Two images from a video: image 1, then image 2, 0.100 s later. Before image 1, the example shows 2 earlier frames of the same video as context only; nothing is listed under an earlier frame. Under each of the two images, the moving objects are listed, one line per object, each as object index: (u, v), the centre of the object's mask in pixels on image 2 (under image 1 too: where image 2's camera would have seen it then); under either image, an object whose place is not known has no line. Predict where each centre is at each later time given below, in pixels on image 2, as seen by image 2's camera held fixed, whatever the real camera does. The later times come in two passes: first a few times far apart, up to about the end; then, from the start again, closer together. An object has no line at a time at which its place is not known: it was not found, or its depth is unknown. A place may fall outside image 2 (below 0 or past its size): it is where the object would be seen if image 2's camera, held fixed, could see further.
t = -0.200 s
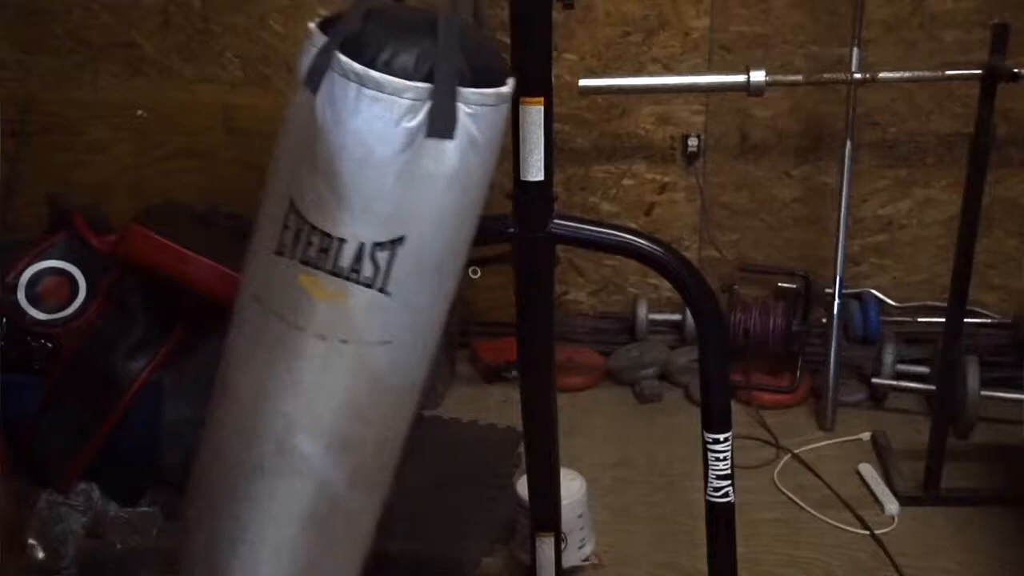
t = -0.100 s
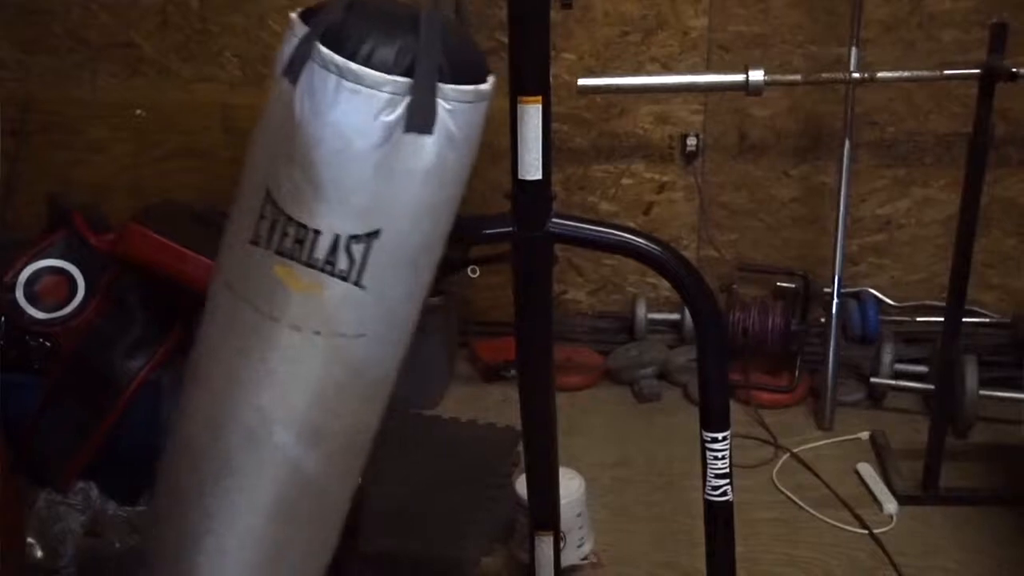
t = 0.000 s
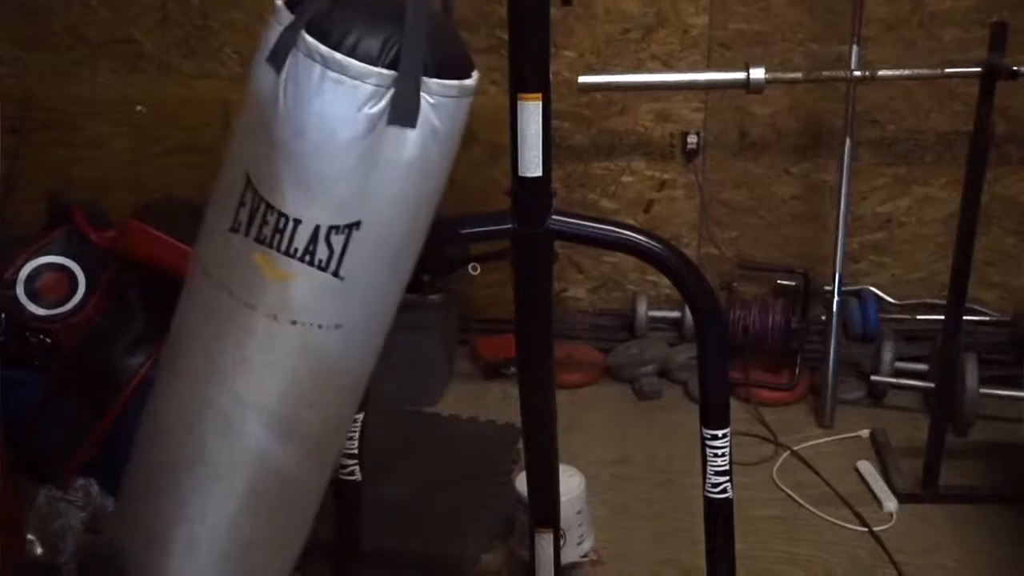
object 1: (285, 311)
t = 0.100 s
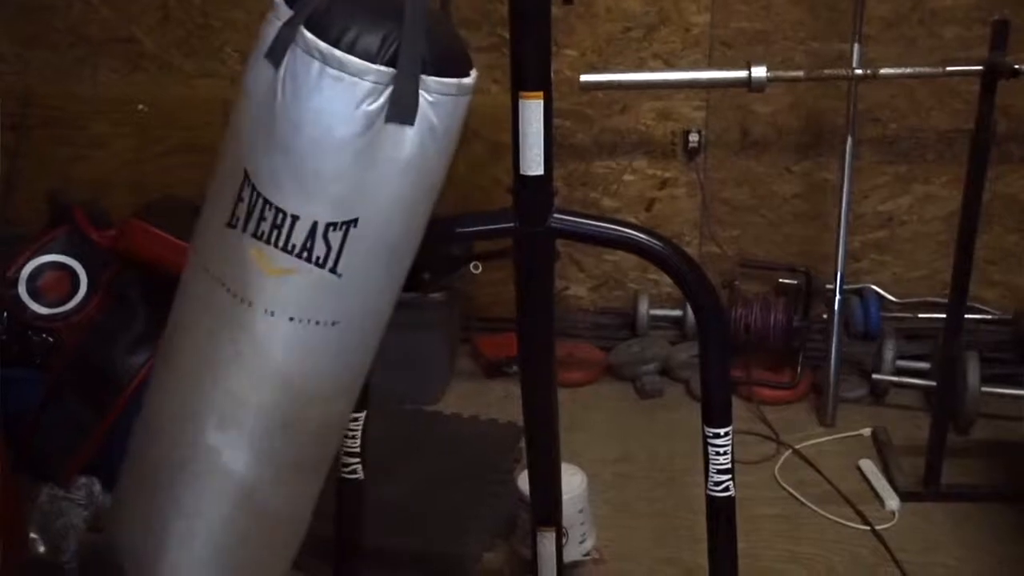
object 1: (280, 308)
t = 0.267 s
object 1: (313, 311)
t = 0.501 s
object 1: (432, 324)
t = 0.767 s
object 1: (611, 327)
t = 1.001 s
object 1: (735, 317)
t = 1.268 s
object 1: (774, 319)
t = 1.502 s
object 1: (698, 326)
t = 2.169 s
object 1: (312, 328)
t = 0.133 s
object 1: (282, 309)
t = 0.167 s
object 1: (287, 310)
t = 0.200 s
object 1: (293, 310)
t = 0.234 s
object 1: (302, 310)
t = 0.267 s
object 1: (313, 311)
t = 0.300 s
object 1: (326, 313)
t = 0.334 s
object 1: (340, 314)
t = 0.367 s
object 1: (356, 316)
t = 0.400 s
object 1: (372, 318)
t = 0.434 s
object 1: (391, 319)
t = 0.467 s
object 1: (410, 322)
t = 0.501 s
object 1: (432, 324)
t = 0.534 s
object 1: (452, 325)
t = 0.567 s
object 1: (474, 326)
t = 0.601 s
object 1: (496, 327)
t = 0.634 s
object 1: (519, 326)
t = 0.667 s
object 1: (542, 327)
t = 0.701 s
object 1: (566, 328)
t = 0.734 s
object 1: (590, 328)
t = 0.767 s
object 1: (611, 327)
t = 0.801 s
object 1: (632, 325)
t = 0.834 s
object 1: (652, 326)
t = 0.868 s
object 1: (672, 324)
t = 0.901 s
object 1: (688, 321)
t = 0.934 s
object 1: (704, 319)
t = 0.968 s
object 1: (721, 318)
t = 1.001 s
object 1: (735, 317)
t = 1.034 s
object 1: (746, 315)
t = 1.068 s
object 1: (756, 314)
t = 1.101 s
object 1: (764, 313)
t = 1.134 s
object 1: (770, 313)
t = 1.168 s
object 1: (774, 314)
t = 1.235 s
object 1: (776, 317)
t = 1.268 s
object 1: (774, 319)
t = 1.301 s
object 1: (769, 319)
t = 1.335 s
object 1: (763, 321)
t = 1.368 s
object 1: (753, 321)
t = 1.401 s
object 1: (742, 322)
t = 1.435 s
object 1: (729, 323)
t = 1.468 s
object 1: (714, 325)
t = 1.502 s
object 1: (698, 326)
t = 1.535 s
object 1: (679, 330)
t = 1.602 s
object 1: (645, 340)
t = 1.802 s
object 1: (512, 354)
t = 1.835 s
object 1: (488, 356)
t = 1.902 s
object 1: (441, 352)
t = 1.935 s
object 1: (420, 349)
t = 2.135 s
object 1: (323, 331)
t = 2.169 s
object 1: (312, 328)
